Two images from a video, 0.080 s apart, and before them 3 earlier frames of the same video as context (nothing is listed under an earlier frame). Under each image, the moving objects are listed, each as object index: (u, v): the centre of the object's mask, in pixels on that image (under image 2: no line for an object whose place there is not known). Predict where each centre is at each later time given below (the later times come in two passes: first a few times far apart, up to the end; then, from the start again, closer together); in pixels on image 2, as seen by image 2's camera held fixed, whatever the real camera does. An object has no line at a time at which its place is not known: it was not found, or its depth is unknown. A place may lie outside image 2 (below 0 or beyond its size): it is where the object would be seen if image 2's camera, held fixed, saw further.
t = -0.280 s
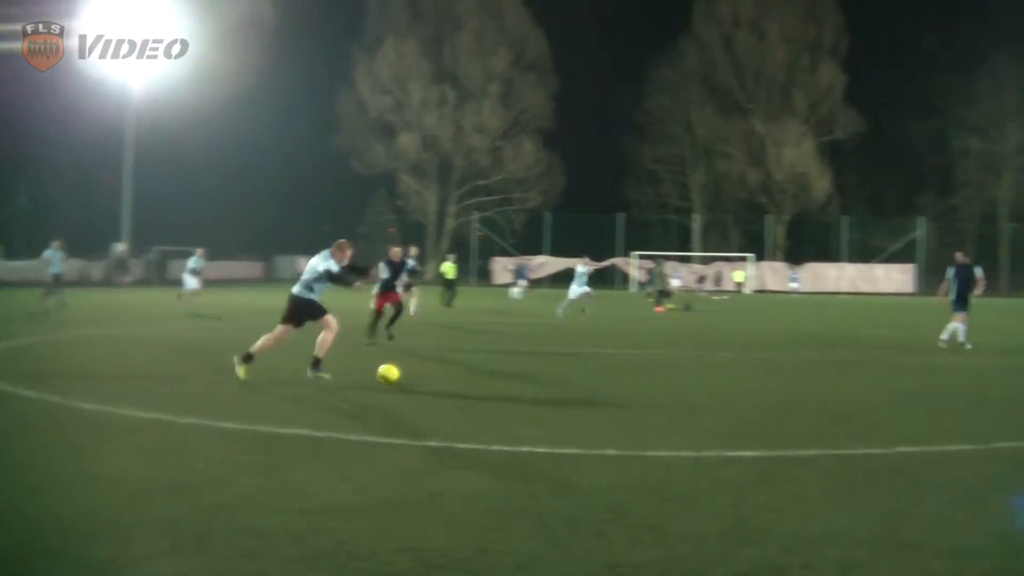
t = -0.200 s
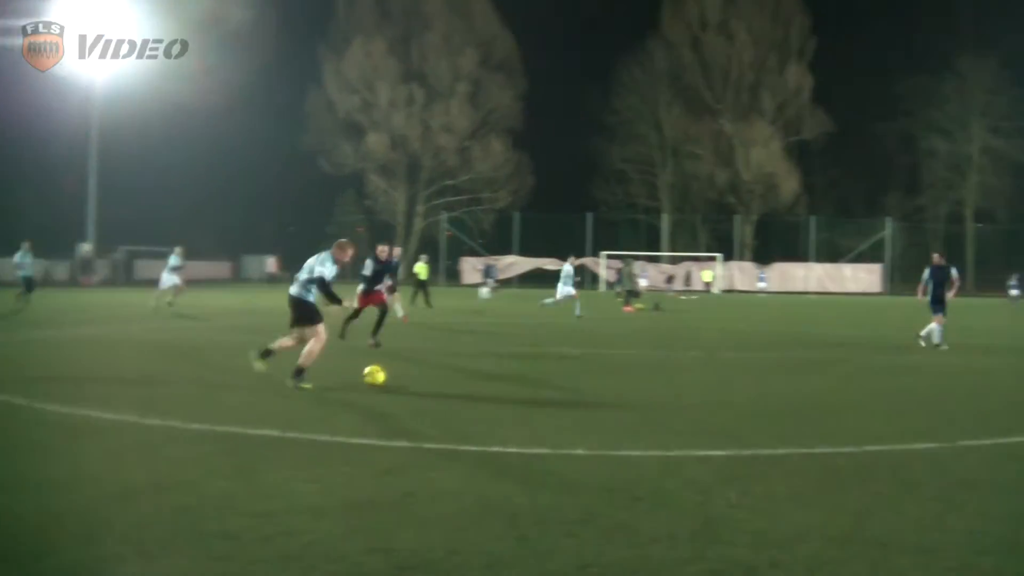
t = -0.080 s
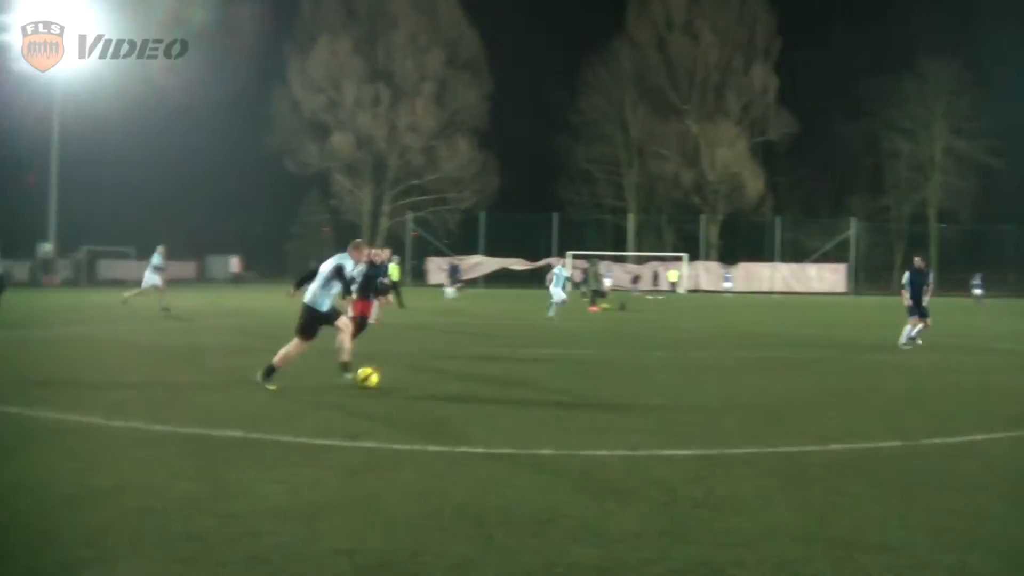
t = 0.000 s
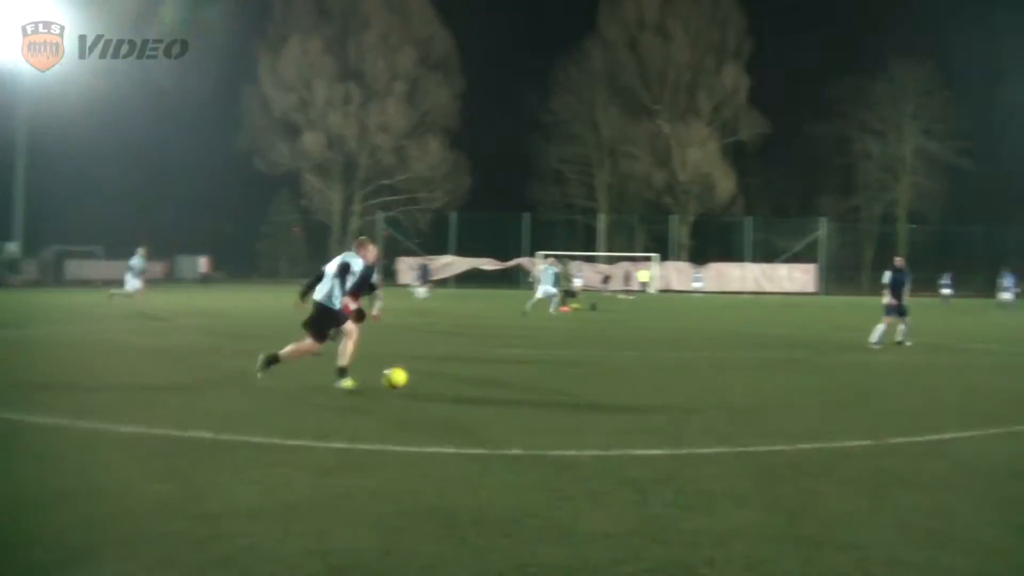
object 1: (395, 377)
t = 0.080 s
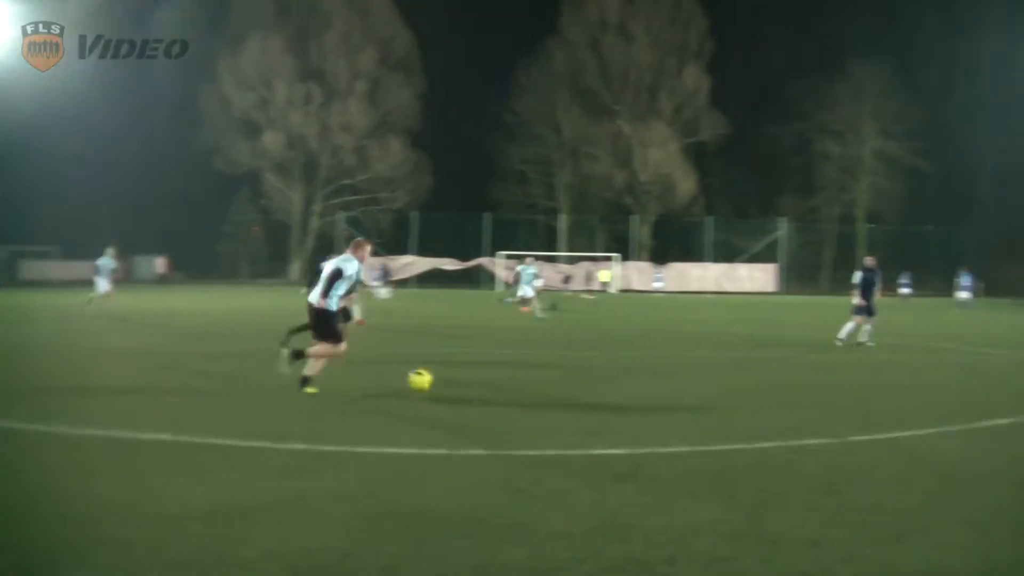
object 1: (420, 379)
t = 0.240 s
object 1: (545, 385)
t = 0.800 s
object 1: (905, 403)
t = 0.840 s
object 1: (930, 403)
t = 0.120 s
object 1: (453, 382)
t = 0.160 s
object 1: (486, 387)
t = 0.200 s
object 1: (516, 386)
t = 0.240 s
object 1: (545, 385)
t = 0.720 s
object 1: (855, 397)
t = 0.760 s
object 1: (880, 399)
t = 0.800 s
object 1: (905, 403)
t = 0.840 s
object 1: (930, 403)
